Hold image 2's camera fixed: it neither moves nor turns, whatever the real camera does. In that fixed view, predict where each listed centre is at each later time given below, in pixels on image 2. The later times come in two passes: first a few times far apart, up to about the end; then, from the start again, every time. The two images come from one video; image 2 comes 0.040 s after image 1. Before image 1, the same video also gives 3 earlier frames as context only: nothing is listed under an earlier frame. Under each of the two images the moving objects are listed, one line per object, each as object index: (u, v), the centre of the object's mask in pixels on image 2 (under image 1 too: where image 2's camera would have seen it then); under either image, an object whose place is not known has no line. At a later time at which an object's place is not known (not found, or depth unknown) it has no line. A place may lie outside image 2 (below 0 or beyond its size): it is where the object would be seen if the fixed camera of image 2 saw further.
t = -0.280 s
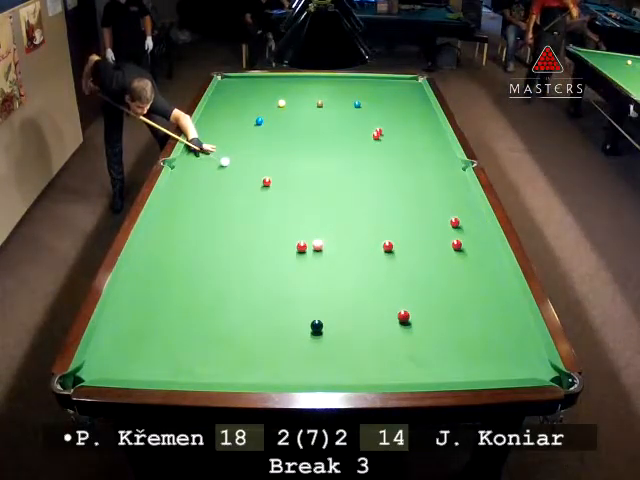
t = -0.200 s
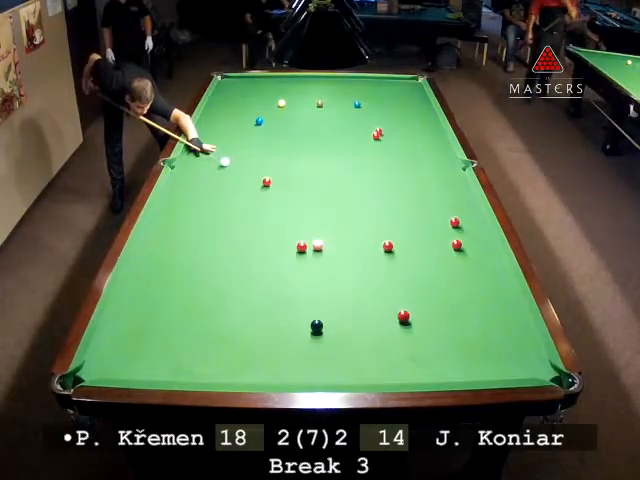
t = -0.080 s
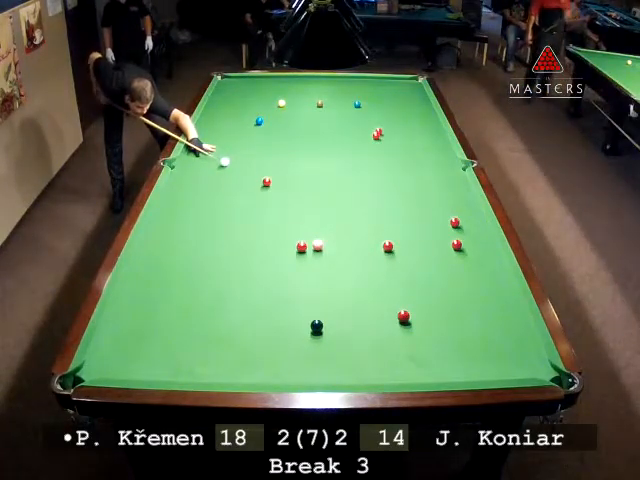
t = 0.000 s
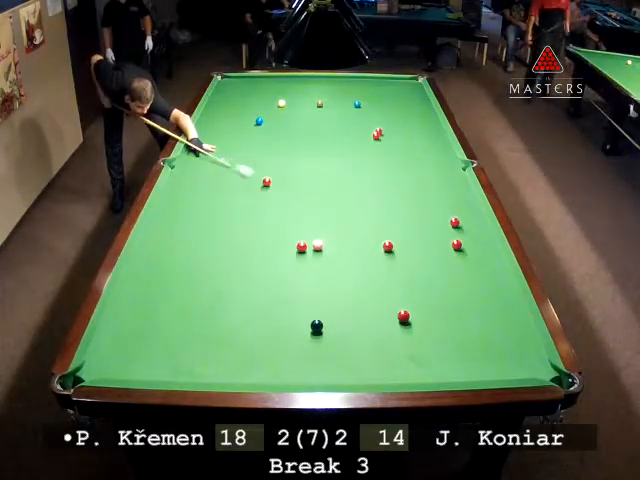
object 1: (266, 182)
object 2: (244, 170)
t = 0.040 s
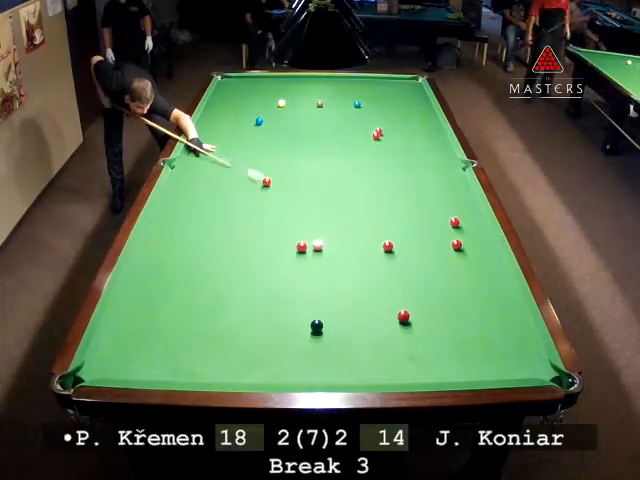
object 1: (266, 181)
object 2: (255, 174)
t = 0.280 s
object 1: (307, 210)
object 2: (266, 172)
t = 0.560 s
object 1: (361, 246)
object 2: (268, 165)
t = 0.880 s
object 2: (270, 159)
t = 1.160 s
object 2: (272, 154)
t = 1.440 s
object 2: (274, 150)
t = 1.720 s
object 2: (275, 146)
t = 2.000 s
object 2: (276, 144)
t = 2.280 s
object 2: (277, 141)
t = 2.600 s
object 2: (277, 139)
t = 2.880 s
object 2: (278, 138)
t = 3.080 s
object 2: (278, 138)
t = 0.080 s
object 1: (269, 183)
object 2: (262, 176)
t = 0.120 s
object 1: (278, 188)
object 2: (264, 176)
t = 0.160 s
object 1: (285, 195)
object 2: (265, 175)
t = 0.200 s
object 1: (292, 200)
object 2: (265, 174)
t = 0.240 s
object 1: (300, 205)
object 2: (265, 173)
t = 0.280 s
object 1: (307, 210)
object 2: (266, 172)
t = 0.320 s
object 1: (314, 215)
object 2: (266, 171)
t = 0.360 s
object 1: (322, 220)
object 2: (266, 170)
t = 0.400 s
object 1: (330, 225)
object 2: (266, 169)
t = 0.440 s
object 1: (337, 230)
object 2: (267, 168)
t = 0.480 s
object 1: (345, 236)
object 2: (267, 167)
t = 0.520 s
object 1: (354, 242)
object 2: (268, 166)
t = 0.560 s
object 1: (361, 246)
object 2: (268, 165)
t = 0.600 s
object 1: (370, 253)
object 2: (268, 164)
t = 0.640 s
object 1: (379, 260)
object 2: (268, 163)
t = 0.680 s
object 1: (388, 264)
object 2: (269, 163)
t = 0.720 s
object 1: (397, 271)
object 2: (269, 162)
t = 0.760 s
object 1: (407, 277)
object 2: (269, 161)
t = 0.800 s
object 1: (416, 285)
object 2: (270, 160)
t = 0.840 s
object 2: (270, 160)
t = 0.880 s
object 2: (270, 159)
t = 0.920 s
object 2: (270, 159)
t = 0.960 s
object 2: (271, 157)
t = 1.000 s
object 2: (271, 157)
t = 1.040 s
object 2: (272, 156)
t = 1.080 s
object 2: (272, 155)
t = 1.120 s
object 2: (272, 155)
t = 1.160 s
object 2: (272, 154)
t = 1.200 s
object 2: (273, 153)
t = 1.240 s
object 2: (273, 153)
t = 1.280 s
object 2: (273, 152)
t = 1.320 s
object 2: (273, 152)
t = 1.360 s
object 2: (274, 151)
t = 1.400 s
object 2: (273, 150)
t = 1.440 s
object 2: (274, 150)
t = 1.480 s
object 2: (274, 149)
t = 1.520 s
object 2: (274, 148)
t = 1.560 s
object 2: (274, 148)
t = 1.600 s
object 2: (274, 148)
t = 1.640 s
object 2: (275, 147)
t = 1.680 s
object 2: (275, 147)
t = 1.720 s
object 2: (275, 146)
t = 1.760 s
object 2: (275, 146)
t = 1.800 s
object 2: (275, 145)
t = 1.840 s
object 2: (275, 145)
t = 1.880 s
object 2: (275, 144)
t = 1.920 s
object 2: (276, 144)
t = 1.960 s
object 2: (276, 144)
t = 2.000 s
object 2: (276, 144)
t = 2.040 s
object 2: (276, 143)
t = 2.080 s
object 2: (276, 143)
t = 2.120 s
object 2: (276, 143)
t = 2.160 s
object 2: (276, 142)
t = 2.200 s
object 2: (276, 142)
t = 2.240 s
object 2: (277, 142)
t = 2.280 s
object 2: (277, 141)
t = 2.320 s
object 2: (277, 141)
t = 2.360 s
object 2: (277, 141)
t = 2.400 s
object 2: (277, 140)
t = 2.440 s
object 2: (277, 140)
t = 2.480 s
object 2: (277, 140)
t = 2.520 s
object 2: (277, 140)
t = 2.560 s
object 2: (277, 140)
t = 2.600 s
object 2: (277, 139)
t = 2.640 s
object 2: (278, 139)
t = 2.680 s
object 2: (278, 139)
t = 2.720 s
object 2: (278, 139)
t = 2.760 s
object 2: (278, 139)
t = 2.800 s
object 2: (278, 139)
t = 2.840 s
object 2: (278, 138)
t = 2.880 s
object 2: (278, 138)
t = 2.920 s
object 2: (278, 138)
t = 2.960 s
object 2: (278, 138)
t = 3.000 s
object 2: (278, 138)
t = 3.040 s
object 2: (278, 138)
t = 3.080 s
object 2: (278, 138)
